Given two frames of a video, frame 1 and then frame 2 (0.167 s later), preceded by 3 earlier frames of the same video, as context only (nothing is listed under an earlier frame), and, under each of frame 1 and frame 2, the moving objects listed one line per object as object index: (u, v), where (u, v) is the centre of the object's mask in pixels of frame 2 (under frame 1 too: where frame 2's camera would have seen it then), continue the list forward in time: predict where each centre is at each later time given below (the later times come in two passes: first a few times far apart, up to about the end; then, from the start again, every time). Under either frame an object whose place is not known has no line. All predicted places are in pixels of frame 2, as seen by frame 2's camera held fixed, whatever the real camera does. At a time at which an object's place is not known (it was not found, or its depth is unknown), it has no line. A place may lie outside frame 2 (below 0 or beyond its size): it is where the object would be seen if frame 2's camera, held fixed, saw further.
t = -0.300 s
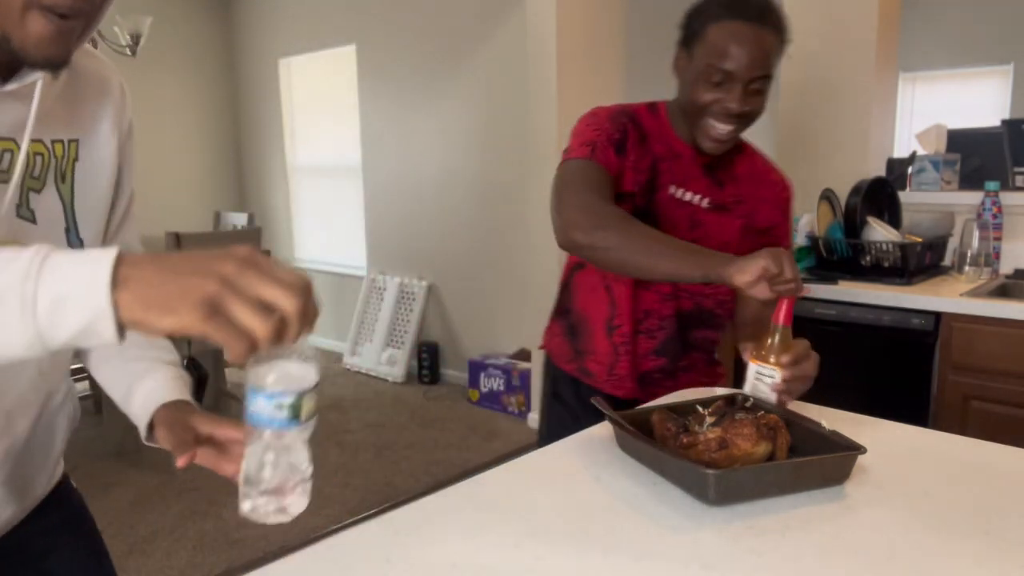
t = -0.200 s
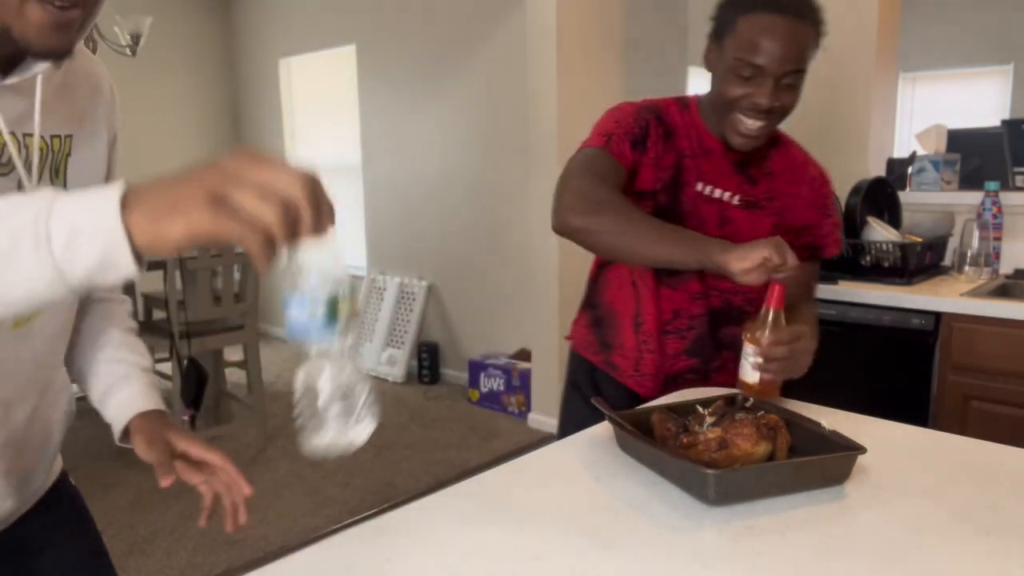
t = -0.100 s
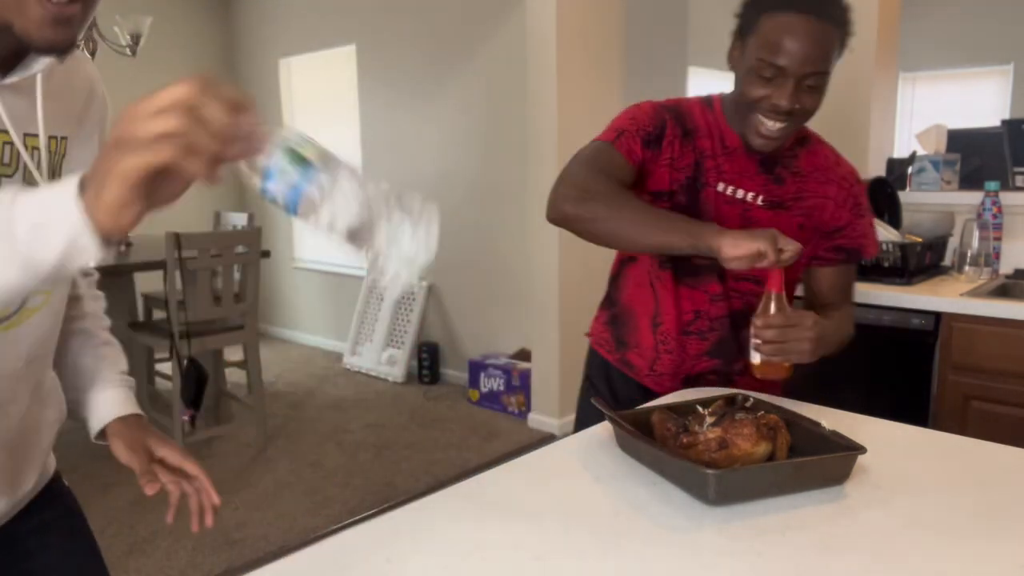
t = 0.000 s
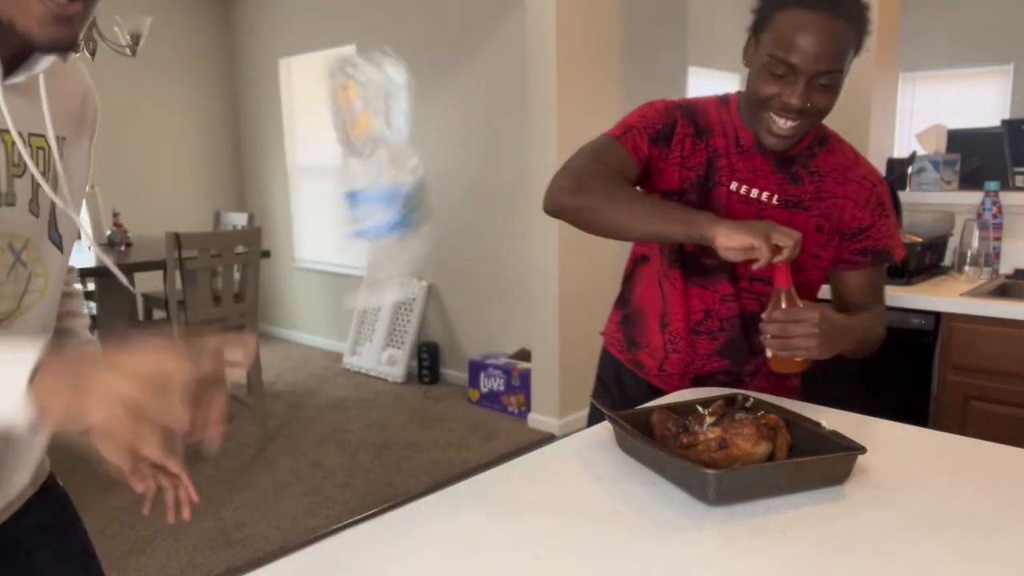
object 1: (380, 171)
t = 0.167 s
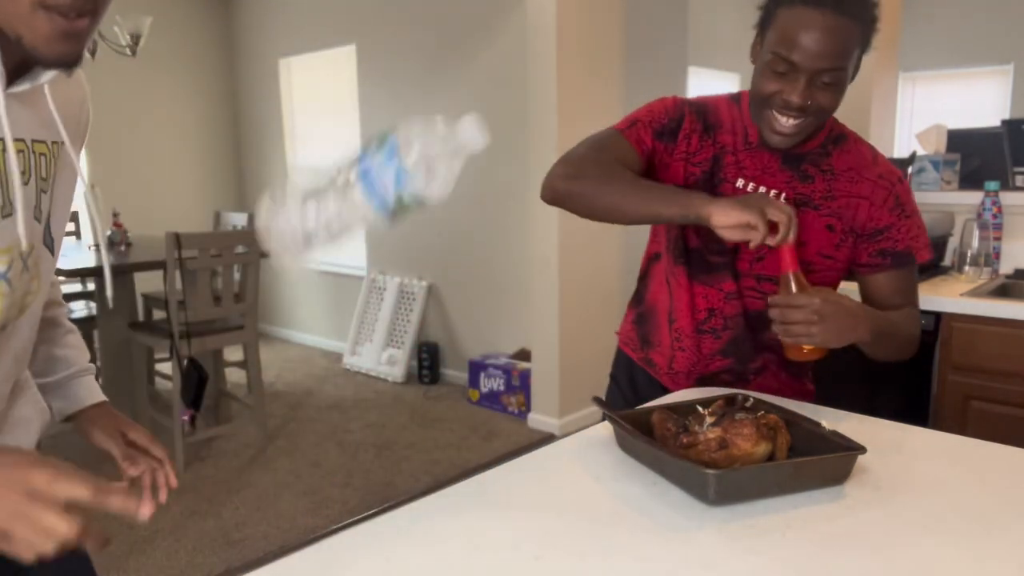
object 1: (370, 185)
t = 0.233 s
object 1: (353, 309)
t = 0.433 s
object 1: (323, 492)
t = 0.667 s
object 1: (320, 493)
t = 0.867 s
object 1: (320, 493)
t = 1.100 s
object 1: (321, 493)
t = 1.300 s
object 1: (321, 493)
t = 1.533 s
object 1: (321, 493)
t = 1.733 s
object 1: (320, 493)
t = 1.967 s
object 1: (320, 493)
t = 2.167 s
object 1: (320, 493)
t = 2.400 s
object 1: (320, 493)
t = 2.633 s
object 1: (320, 493)
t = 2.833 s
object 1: (320, 493)
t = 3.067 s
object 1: (320, 493)
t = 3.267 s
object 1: (320, 493)
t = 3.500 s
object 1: (320, 493)
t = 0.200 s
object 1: (384, 218)
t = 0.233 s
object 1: (353, 309)
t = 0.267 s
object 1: (348, 380)
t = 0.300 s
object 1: (344, 459)
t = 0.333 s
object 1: (342, 492)
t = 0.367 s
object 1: (328, 493)
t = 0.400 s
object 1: (323, 492)
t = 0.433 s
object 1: (323, 492)
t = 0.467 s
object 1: (324, 493)
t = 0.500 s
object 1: (321, 494)
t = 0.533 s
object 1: (321, 493)
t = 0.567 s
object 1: (320, 493)
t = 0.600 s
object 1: (320, 493)
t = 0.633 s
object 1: (320, 493)
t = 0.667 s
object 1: (320, 493)
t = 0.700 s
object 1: (320, 493)
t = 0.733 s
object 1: (320, 493)
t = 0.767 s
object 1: (320, 493)
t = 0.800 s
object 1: (320, 493)
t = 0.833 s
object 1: (320, 493)
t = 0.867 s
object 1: (320, 493)
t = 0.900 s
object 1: (320, 493)
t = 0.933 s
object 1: (320, 493)
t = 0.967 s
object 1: (320, 493)
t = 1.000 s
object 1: (320, 493)
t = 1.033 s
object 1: (321, 493)
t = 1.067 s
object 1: (321, 493)
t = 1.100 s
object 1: (321, 493)
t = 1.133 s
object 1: (321, 493)
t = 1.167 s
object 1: (321, 493)
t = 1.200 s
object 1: (321, 493)
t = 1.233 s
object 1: (321, 493)
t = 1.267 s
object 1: (321, 493)
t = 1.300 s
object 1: (321, 493)
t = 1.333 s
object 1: (321, 493)
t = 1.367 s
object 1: (321, 493)
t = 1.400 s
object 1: (321, 493)
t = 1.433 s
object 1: (321, 493)
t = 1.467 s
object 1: (321, 493)
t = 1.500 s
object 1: (321, 493)
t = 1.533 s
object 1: (321, 493)
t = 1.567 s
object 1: (320, 493)
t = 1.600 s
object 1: (320, 493)
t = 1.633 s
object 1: (320, 493)
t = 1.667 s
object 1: (320, 493)
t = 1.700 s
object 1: (320, 493)
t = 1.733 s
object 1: (320, 493)
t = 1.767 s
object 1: (320, 493)
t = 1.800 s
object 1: (320, 493)
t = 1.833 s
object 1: (320, 493)
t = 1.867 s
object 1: (320, 493)
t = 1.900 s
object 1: (320, 493)
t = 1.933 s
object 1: (320, 493)
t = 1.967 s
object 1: (320, 493)
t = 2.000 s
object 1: (320, 493)
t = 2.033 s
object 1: (320, 493)
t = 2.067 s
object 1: (320, 493)
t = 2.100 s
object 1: (320, 493)
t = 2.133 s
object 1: (320, 493)
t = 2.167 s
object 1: (320, 493)
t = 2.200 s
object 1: (320, 493)
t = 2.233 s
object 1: (320, 493)
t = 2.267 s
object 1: (320, 493)
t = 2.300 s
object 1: (320, 493)
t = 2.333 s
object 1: (320, 493)
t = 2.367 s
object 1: (320, 493)
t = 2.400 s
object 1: (320, 493)
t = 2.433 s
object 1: (320, 493)
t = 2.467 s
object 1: (320, 493)
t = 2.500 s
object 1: (320, 493)
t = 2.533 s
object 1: (320, 493)
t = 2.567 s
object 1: (320, 493)
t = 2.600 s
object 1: (320, 493)
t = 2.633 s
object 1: (320, 493)
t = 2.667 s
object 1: (320, 493)
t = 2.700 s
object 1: (320, 493)
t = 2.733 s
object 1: (320, 493)
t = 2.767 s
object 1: (320, 493)
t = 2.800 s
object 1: (320, 493)
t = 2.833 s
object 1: (320, 493)
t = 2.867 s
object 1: (320, 493)
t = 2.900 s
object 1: (320, 493)
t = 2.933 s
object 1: (320, 493)
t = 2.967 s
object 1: (320, 493)
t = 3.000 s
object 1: (320, 493)
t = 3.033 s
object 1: (320, 493)
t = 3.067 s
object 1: (320, 493)
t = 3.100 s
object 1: (320, 493)
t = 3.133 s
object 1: (320, 493)
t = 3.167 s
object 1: (320, 493)
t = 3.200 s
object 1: (320, 493)
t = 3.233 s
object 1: (320, 493)
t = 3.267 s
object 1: (320, 493)
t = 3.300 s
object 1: (320, 493)
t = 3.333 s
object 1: (320, 493)
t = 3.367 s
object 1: (320, 493)
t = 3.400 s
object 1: (320, 493)
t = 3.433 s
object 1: (320, 493)
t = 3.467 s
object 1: (320, 493)
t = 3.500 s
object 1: (320, 493)
